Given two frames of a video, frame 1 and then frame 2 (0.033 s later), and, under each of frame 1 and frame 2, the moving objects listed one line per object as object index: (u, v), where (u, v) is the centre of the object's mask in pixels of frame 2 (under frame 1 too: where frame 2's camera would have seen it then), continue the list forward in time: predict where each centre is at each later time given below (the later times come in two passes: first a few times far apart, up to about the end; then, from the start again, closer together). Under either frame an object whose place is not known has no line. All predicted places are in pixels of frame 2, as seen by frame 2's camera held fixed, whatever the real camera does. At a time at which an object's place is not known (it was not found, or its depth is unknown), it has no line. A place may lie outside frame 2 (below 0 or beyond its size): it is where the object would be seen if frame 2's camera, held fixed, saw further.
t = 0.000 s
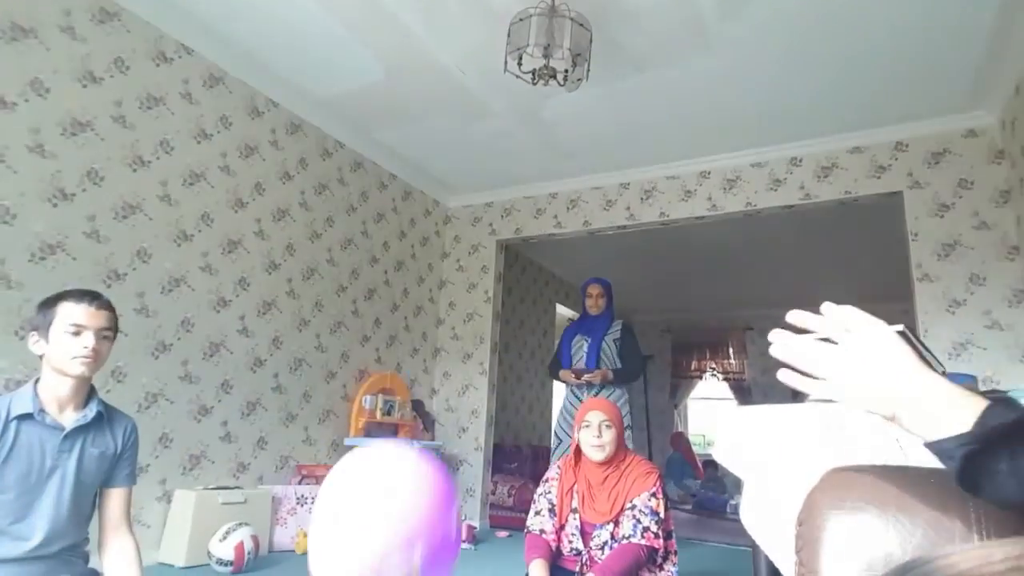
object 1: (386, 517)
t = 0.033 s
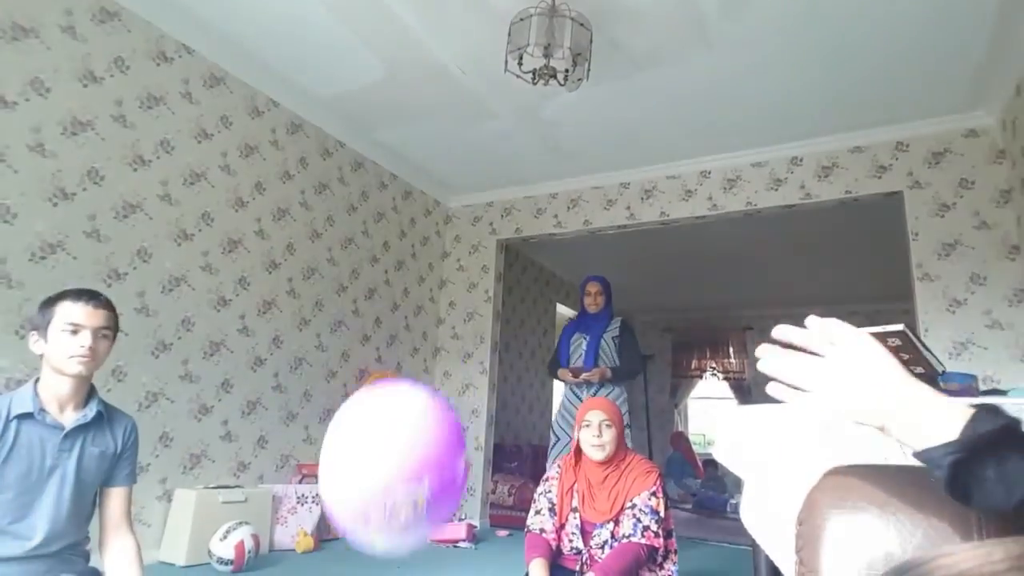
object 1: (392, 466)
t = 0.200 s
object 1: (422, 277)
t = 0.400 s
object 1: (434, 269)
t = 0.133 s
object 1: (413, 328)
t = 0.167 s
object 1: (417, 299)
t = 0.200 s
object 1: (422, 277)
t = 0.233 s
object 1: (425, 260)
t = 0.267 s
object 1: (428, 250)
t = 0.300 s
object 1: (430, 247)
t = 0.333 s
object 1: (432, 248)
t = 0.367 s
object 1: (433, 255)
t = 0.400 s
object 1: (434, 269)
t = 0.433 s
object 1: (435, 289)
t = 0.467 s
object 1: (434, 317)
